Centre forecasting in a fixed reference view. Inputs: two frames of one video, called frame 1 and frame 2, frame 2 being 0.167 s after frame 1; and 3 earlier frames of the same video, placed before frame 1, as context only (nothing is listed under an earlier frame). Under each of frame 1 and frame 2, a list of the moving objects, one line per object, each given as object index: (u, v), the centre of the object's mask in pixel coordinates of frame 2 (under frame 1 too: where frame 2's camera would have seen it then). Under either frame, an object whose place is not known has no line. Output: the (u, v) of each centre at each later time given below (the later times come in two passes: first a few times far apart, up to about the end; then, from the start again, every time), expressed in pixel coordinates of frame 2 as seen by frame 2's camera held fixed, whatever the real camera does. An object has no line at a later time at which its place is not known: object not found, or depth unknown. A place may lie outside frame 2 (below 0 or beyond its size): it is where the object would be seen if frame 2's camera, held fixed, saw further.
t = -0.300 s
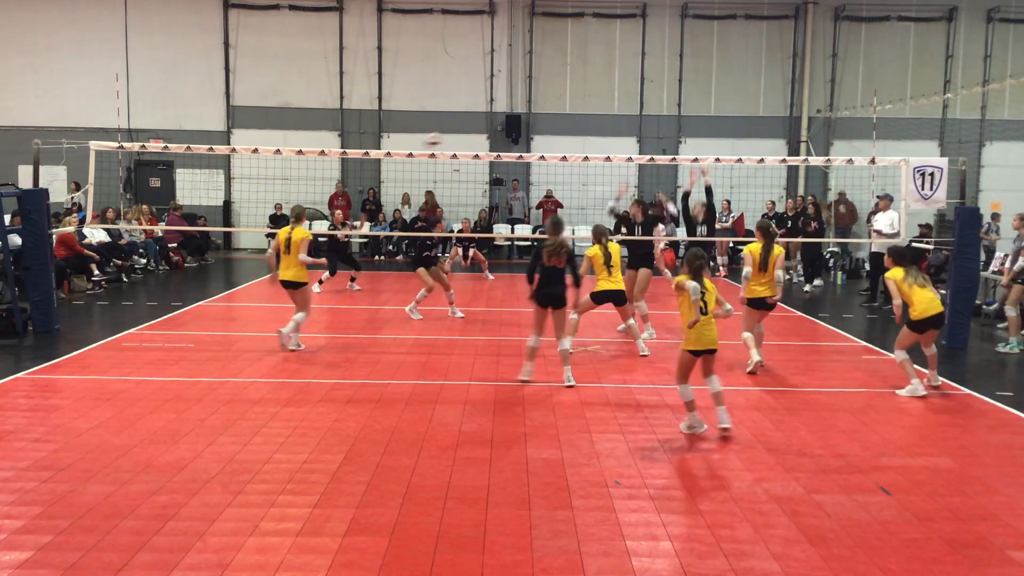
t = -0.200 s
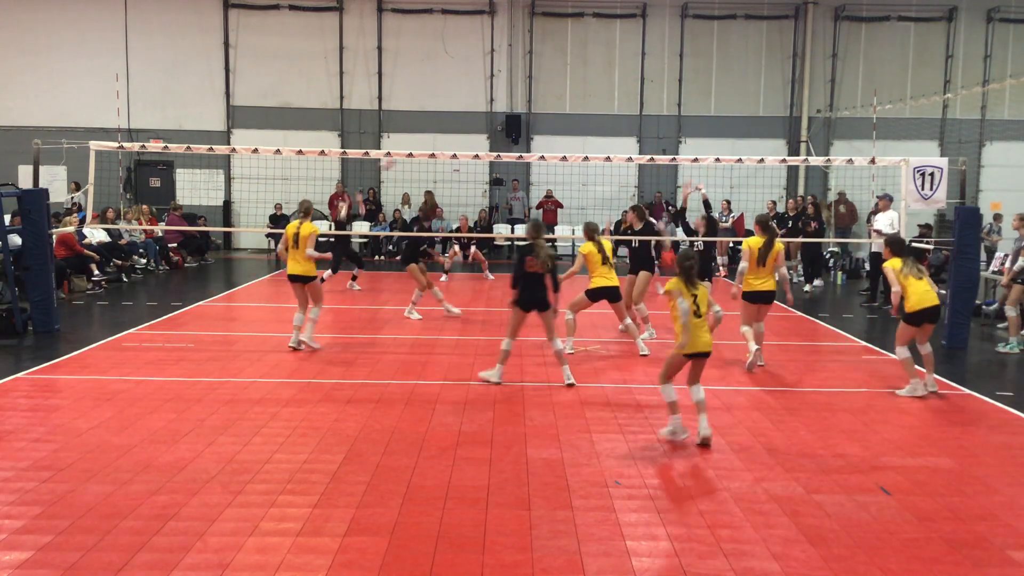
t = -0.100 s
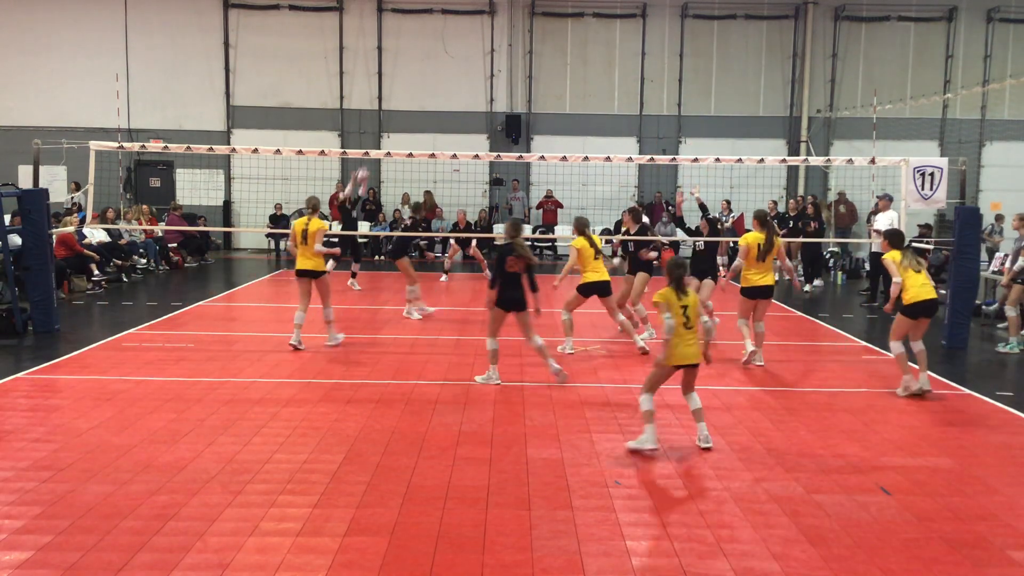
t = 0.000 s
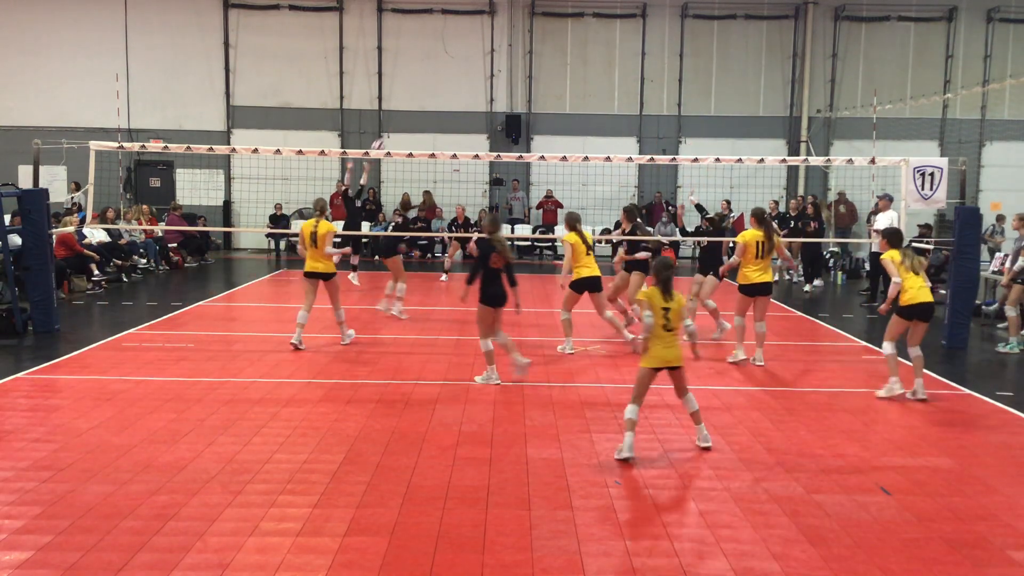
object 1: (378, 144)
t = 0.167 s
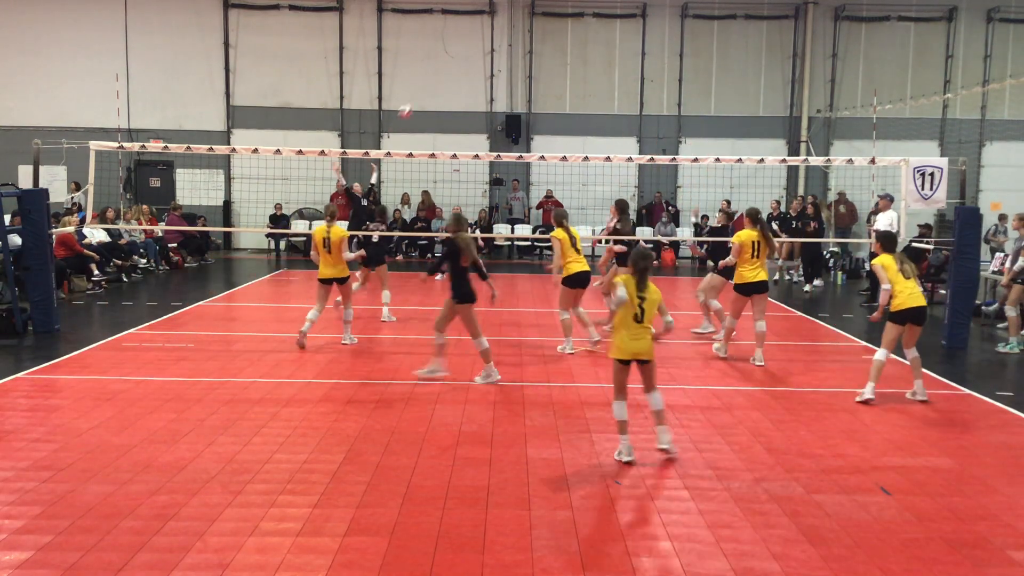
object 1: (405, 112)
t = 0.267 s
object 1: (420, 98)
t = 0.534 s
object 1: (463, 93)
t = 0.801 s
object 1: (505, 132)
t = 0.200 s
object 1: (410, 106)
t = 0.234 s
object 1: (416, 102)
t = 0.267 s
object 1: (420, 98)
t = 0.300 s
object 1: (425, 96)
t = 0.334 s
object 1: (431, 93)
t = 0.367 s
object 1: (437, 91)
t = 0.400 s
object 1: (442, 91)
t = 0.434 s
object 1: (448, 90)
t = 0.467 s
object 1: (453, 90)
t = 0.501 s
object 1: (457, 91)
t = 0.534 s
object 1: (463, 93)
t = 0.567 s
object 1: (468, 96)
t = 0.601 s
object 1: (474, 99)
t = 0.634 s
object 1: (479, 103)
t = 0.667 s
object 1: (484, 107)
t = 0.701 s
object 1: (490, 112)
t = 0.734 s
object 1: (494, 118)
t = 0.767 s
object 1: (499, 124)
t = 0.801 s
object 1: (505, 132)
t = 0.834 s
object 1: (509, 140)
